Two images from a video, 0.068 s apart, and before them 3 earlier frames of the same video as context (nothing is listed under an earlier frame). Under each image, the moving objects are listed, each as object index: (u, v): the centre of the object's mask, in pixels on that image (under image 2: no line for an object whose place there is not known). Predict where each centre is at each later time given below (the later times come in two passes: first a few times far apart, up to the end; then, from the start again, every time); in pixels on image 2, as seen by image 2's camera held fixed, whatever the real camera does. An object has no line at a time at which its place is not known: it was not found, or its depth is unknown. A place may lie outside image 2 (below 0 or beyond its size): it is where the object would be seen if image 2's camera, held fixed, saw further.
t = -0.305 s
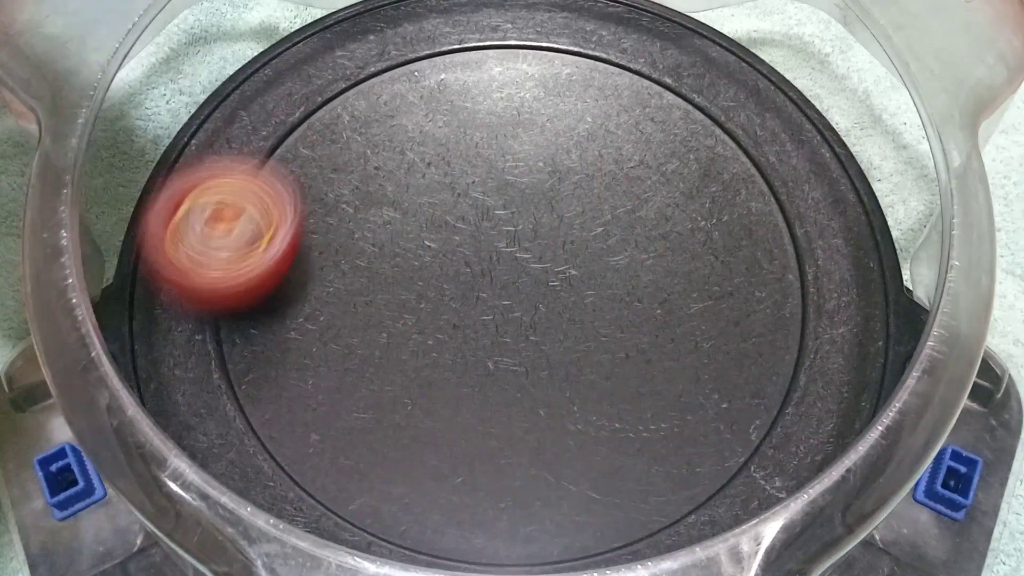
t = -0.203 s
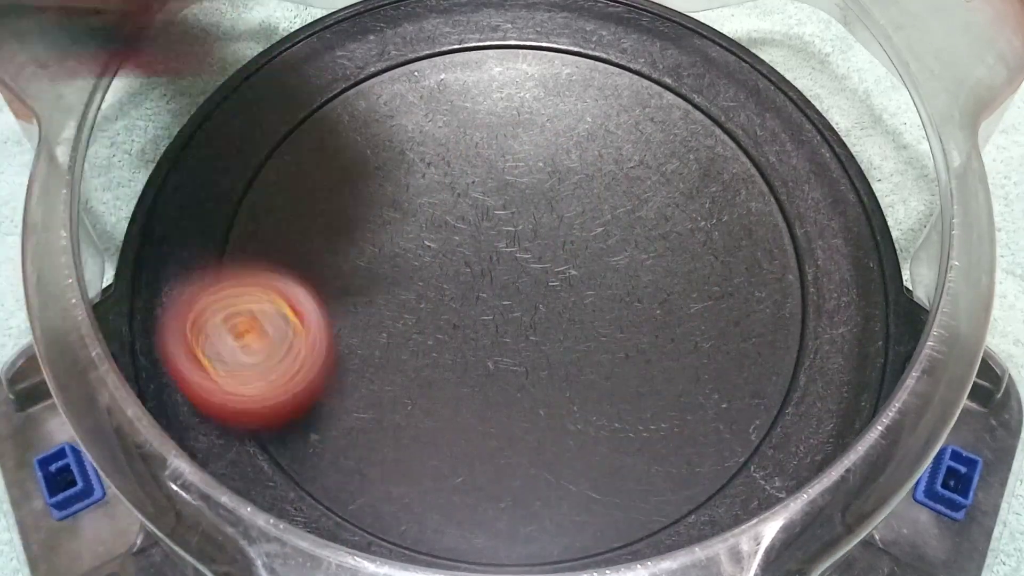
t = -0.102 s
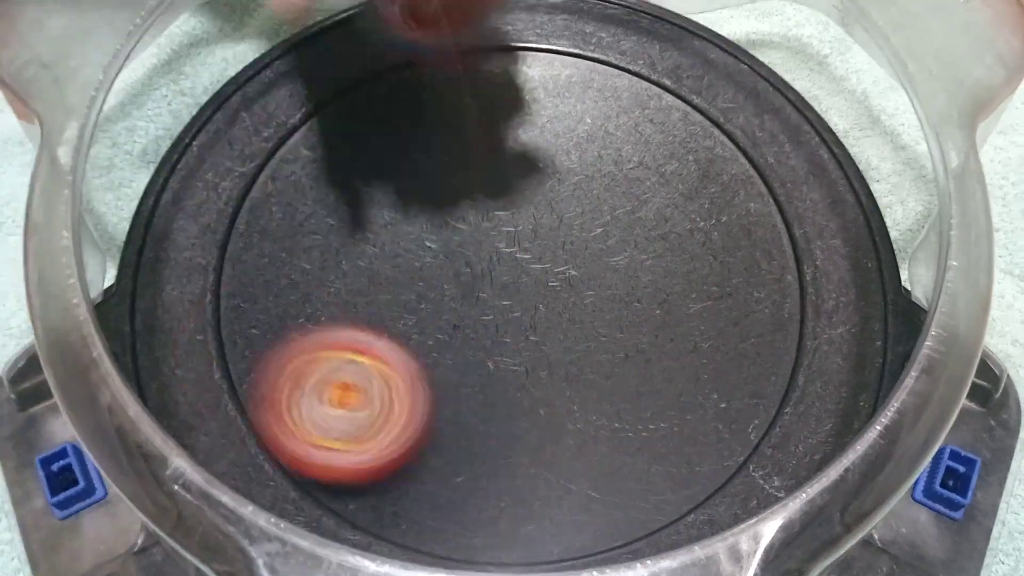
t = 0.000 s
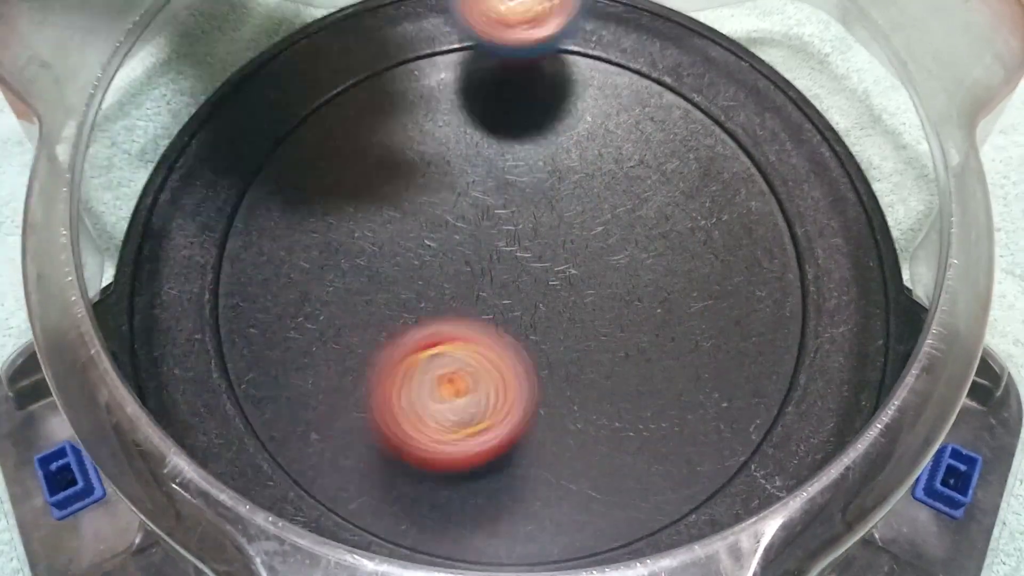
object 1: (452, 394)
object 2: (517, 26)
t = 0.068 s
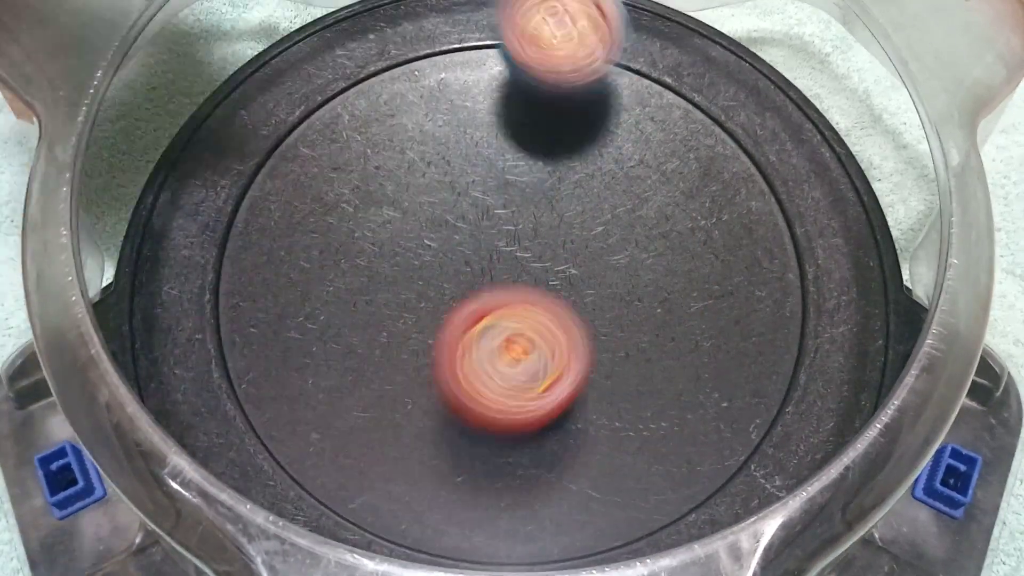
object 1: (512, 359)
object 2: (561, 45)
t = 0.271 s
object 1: (511, 350)
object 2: (639, 48)
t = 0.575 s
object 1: (520, 385)
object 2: (549, 60)
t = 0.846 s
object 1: (517, 445)
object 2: (514, 94)
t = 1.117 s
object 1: (564, 435)
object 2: (456, 73)
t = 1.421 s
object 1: (600, 484)
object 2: (417, 45)
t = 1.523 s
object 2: (420, 73)
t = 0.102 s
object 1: (535, 335)
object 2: (579, 71)
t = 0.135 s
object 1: (555, 310)
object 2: (584, 97)
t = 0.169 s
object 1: (569, 281)
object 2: (585, 130)
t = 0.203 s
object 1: (563, 284)
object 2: (600, 129)
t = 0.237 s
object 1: (536, 321)
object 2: (624, 79)
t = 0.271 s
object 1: (511, 350)
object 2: (639, 48)
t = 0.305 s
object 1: (488, 371)
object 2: (643, 34)
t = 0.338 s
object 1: (472, 385)
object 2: (641, 28)
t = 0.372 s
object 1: (463, 394)
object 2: (629, 28)
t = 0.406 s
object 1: (462, 399)
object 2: (618, 30)
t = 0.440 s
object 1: (466, 401)
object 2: (607, 31)
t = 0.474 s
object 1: (475, 400)
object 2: (595, 35)
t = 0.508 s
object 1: (488, 398)
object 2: (581, 41)
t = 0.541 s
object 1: (503, 393)
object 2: (564, 50)
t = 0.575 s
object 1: (520, 385)
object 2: (549, 60)
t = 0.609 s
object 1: (536, 374)
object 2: (533, 76)
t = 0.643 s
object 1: (546, 361)
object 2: (519, 100)
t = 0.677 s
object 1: (552, 348)
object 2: (510, 123)
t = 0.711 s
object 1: (555, 338)
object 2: (504, 149)
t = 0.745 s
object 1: (551, 326)
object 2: (501, 174)
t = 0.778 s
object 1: (542, 335)
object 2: (504, 185)
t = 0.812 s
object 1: (530, 391)
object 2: (511, 135)
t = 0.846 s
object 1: (517, 445)
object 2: (514, 94)
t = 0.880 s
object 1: (507, 483)
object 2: (514, 62)
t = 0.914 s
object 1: (506, 500)
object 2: (512, 42)
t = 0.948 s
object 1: (509, 510)
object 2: (508, 33)
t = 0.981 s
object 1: (517, 506)
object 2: (499, 38)
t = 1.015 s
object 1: (528, 496)
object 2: (488, 45)
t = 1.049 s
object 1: (539, 482)
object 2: (477, 51)
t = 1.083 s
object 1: (552, 458)
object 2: (466, 60)
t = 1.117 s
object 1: (564, 435)
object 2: (456, 73)
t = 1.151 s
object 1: (575, 412)
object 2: (449, 87)
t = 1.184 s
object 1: (584, 389)
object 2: (445, 106)
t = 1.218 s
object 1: (587, 366)
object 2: (443, 124)
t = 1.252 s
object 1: (585, 347)
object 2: (445, 144)
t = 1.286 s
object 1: (577, 328)
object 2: (449, 161)
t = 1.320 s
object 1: (562, 310)
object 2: (456, 181)
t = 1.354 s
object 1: (551, 325)
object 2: (461, 185)
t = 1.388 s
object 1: (576, 417)
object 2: (439, 108)
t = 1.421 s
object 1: (600, 484)
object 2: (417, 45)
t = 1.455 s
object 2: (406, 26)
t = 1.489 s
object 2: (410, 45)
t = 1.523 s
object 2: (420, 73)
